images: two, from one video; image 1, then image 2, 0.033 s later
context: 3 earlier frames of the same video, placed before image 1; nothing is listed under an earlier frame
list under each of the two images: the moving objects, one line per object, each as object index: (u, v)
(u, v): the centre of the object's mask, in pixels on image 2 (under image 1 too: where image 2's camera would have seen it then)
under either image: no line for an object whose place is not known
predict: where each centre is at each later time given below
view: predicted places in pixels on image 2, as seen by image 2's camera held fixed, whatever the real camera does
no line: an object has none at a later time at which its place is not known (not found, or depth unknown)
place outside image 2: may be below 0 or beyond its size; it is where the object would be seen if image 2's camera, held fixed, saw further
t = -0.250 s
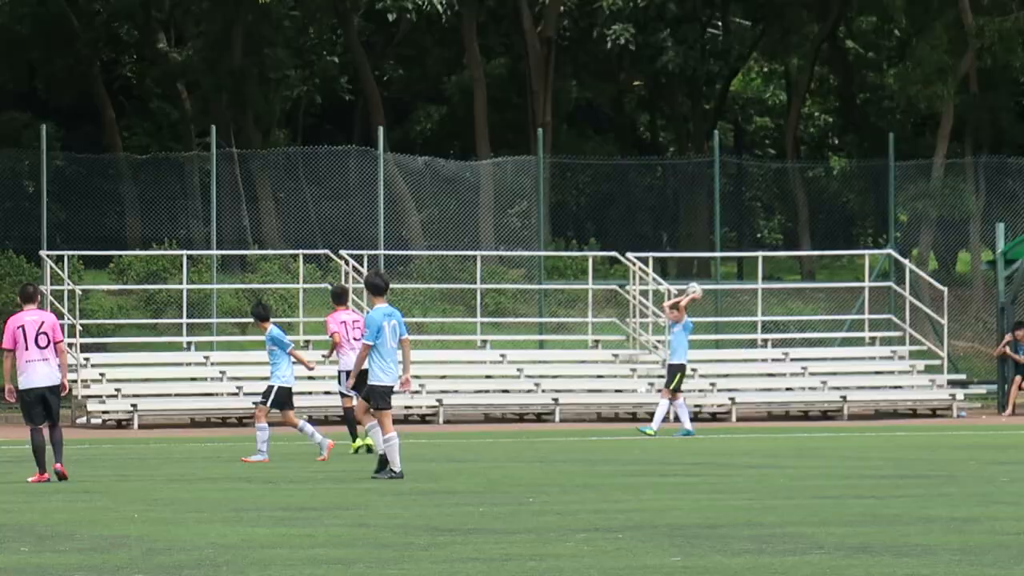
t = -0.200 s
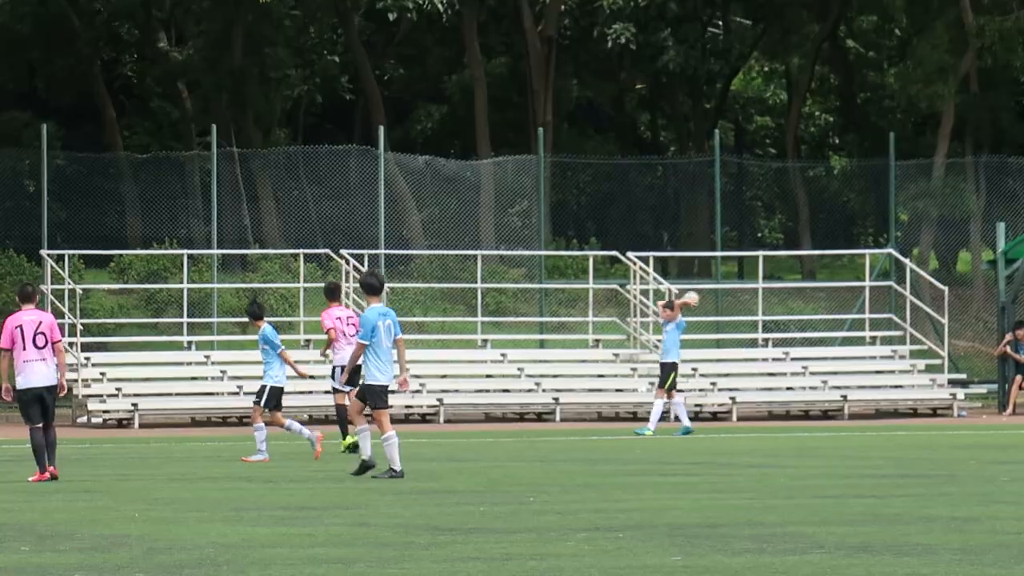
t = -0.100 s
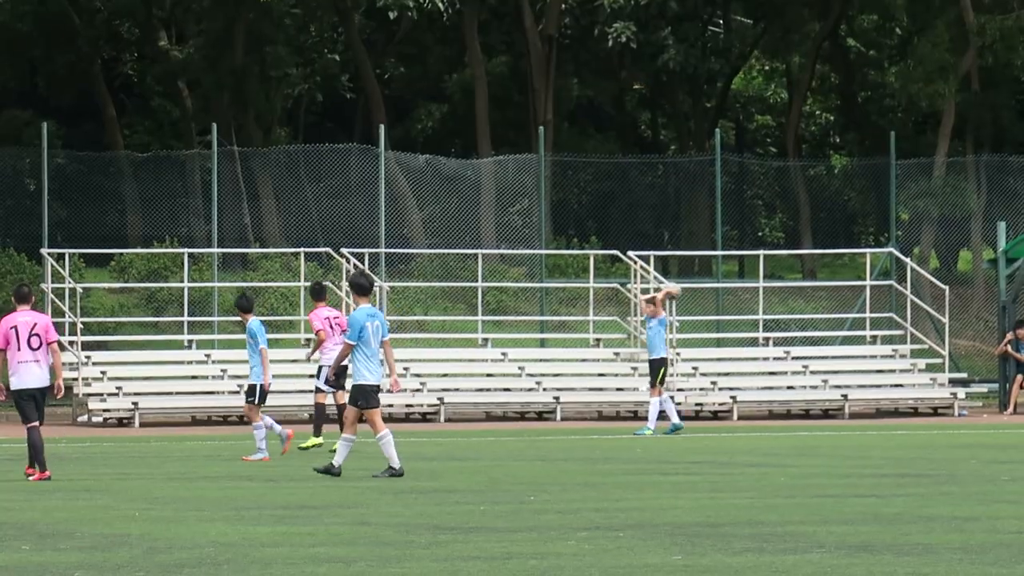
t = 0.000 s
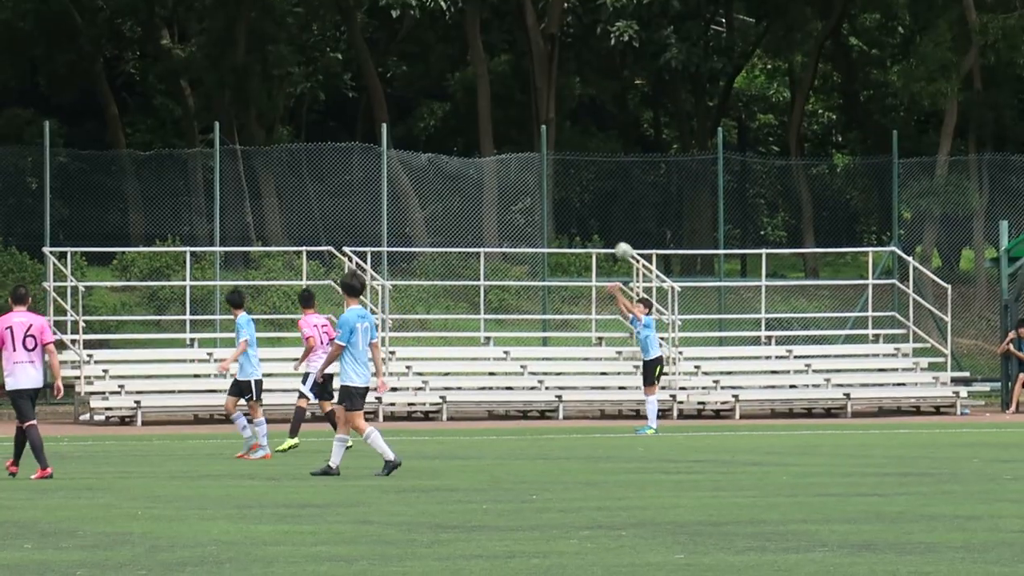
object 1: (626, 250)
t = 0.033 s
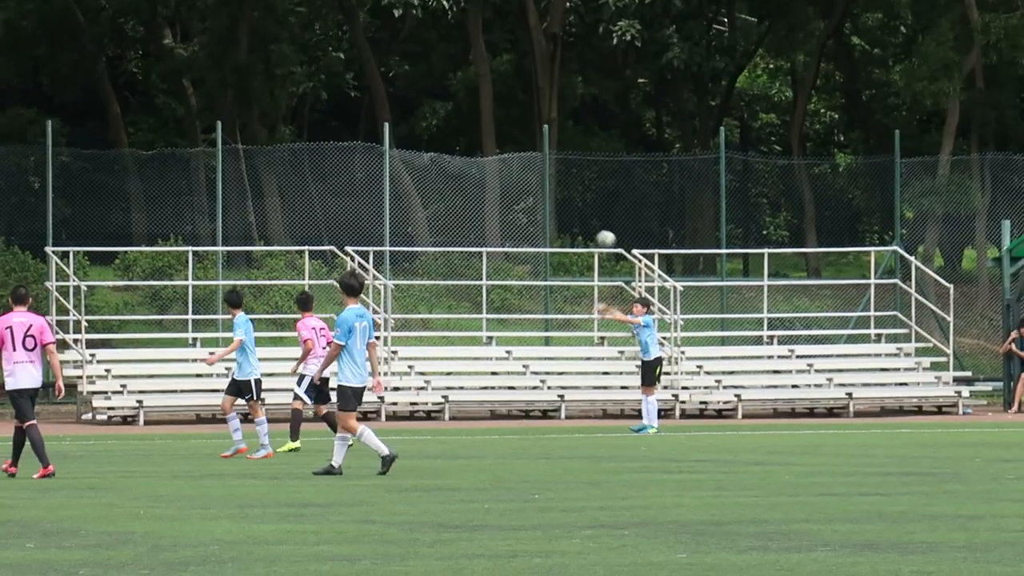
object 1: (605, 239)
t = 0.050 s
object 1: (596, 234)
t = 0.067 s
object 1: (586, 228)
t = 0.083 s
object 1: (576, 223)
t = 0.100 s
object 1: (567, 218)
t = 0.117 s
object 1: (557, 213)
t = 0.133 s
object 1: (547, 209)
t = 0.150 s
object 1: (537, 205)
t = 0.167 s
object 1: (528, 201)
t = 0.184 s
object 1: (518, 197)
